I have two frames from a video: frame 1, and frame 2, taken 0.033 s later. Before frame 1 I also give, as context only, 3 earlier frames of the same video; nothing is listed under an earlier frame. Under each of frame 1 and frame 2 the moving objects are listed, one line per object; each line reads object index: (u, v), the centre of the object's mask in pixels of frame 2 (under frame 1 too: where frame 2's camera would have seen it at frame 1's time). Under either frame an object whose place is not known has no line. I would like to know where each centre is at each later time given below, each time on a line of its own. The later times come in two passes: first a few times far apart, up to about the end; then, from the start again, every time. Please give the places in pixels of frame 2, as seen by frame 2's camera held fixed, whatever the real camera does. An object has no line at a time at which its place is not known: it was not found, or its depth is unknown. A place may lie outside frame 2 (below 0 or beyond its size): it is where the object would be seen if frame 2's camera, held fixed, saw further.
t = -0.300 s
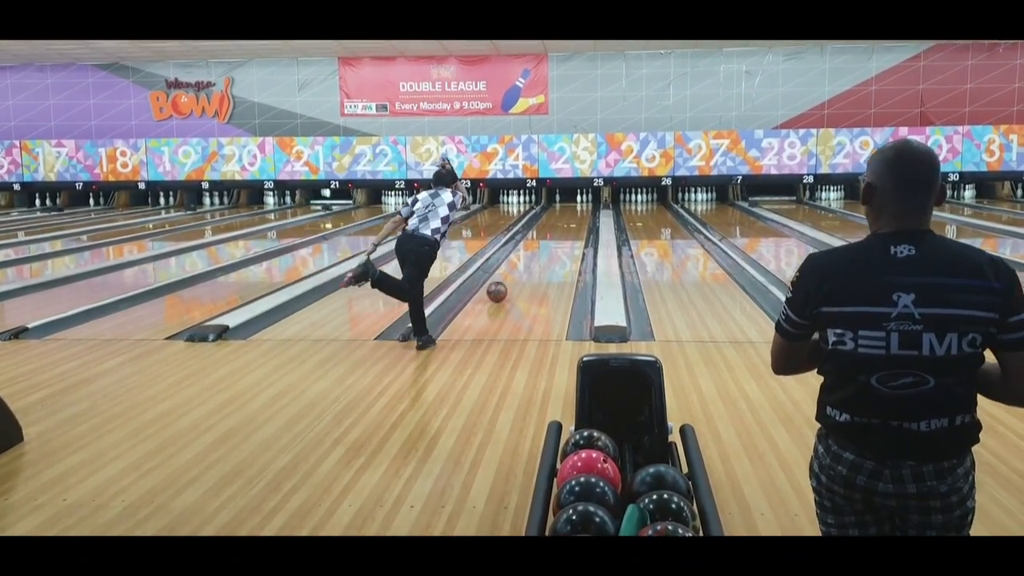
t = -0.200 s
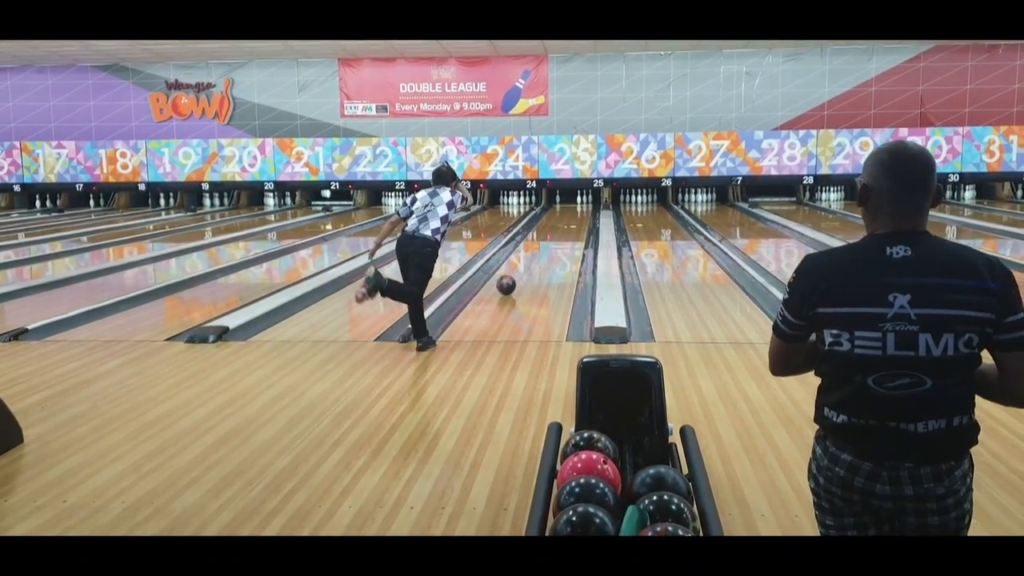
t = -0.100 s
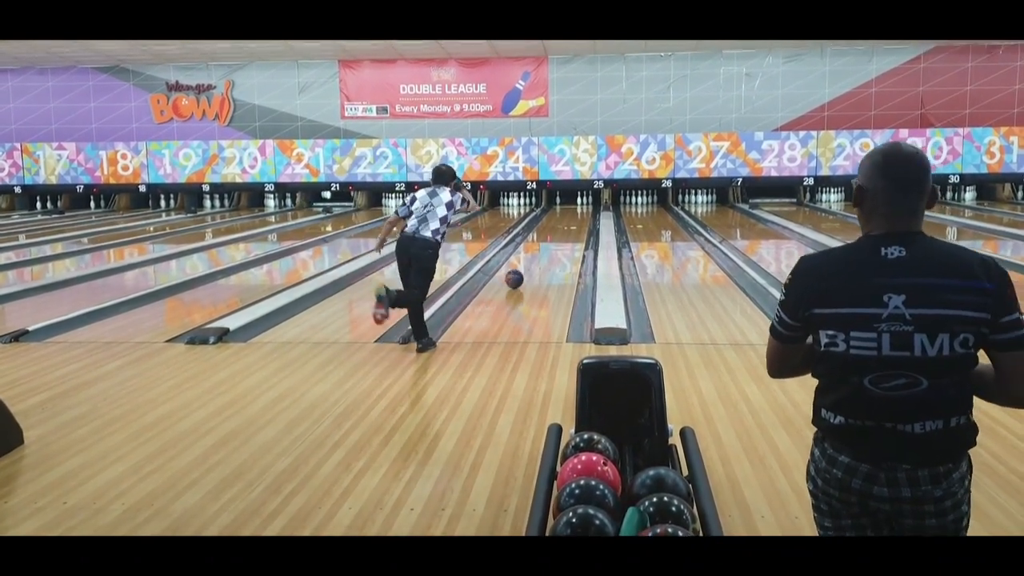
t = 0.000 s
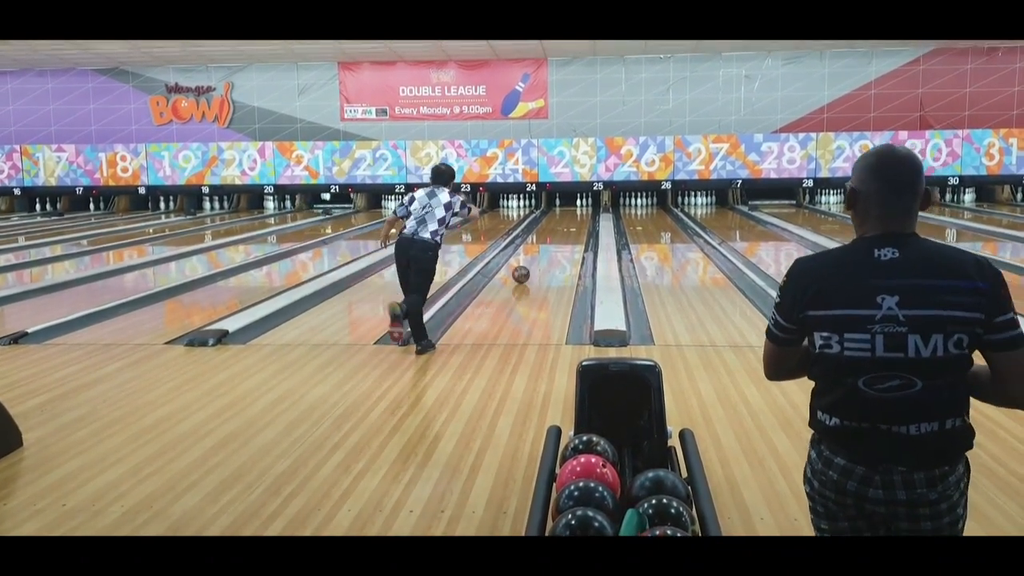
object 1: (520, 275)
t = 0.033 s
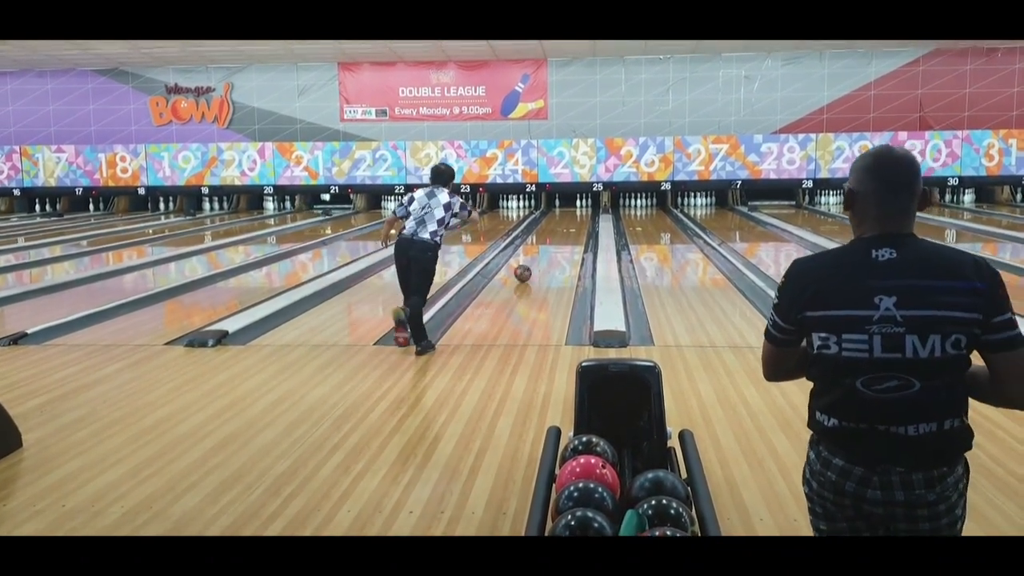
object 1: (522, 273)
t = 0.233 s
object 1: (537, 263)
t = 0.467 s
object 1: (547, 254)
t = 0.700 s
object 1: (556, 246)
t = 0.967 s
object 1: (565, 239)
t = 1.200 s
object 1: (567, 234)
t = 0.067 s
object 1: (525, 271)
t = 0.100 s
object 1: (527, 269)
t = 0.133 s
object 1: (529, 268)
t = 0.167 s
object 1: (531, 266)
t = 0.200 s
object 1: (533, 265)
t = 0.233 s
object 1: (537, 263)
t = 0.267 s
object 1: (539, 261)
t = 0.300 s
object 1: (541, 260)
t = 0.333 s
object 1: (542, 259)
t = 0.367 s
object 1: (544, 258)
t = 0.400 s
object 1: (545, 257)
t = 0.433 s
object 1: (546, 256)
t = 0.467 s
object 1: (547, 254)
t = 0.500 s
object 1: (548, 254)
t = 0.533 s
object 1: (550, 252)
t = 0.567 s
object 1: (551, 251)
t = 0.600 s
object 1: (553, 249)
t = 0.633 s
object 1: (554, 248)
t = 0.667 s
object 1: (555, 247)
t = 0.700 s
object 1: (556, 246)
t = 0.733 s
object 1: (558, 245)
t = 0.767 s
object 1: (559, 245)
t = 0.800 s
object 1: (560, 243)
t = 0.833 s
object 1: (561, 243)
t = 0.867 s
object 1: (562, 241)
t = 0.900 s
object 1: (563, 241)
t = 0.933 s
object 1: (564, 240)
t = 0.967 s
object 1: (565, 239)
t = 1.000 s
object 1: (567, 239)
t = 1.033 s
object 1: (568, 237)
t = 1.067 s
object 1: (568, 237)
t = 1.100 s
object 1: (568, 237)
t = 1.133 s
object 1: (568, 236)
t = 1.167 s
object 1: (568, 235)
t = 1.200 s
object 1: (567, 234)
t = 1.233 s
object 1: (568, 234)
